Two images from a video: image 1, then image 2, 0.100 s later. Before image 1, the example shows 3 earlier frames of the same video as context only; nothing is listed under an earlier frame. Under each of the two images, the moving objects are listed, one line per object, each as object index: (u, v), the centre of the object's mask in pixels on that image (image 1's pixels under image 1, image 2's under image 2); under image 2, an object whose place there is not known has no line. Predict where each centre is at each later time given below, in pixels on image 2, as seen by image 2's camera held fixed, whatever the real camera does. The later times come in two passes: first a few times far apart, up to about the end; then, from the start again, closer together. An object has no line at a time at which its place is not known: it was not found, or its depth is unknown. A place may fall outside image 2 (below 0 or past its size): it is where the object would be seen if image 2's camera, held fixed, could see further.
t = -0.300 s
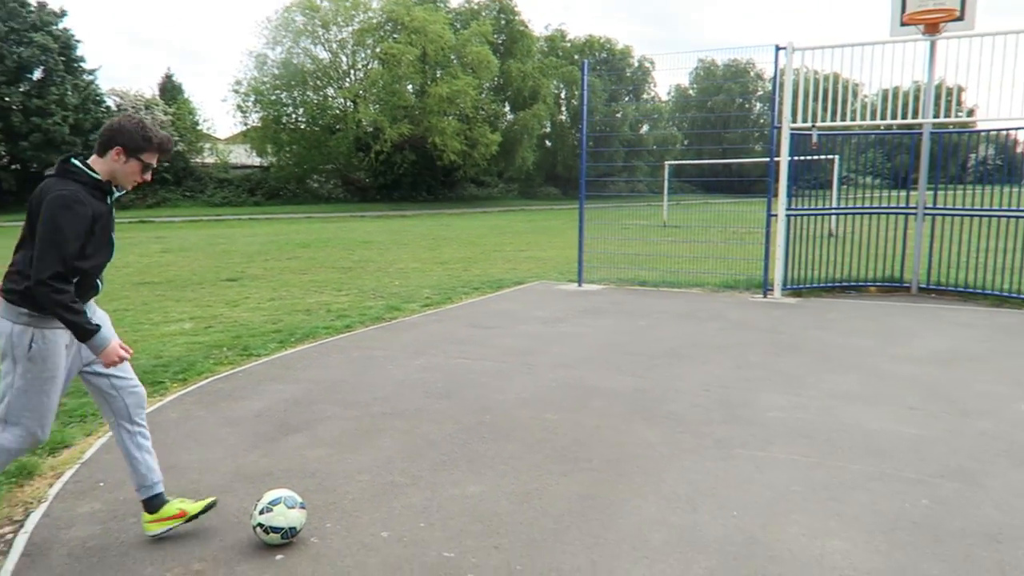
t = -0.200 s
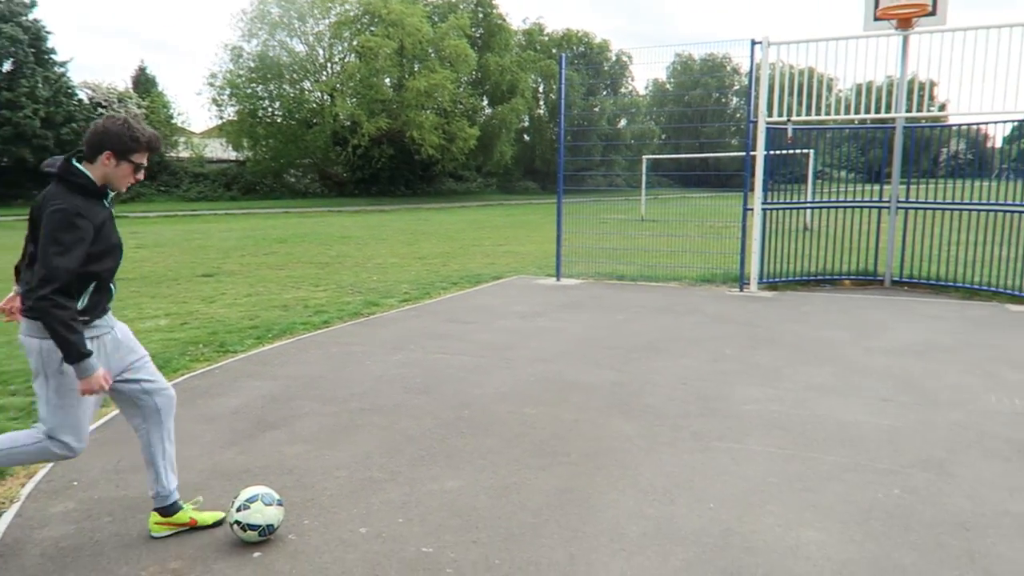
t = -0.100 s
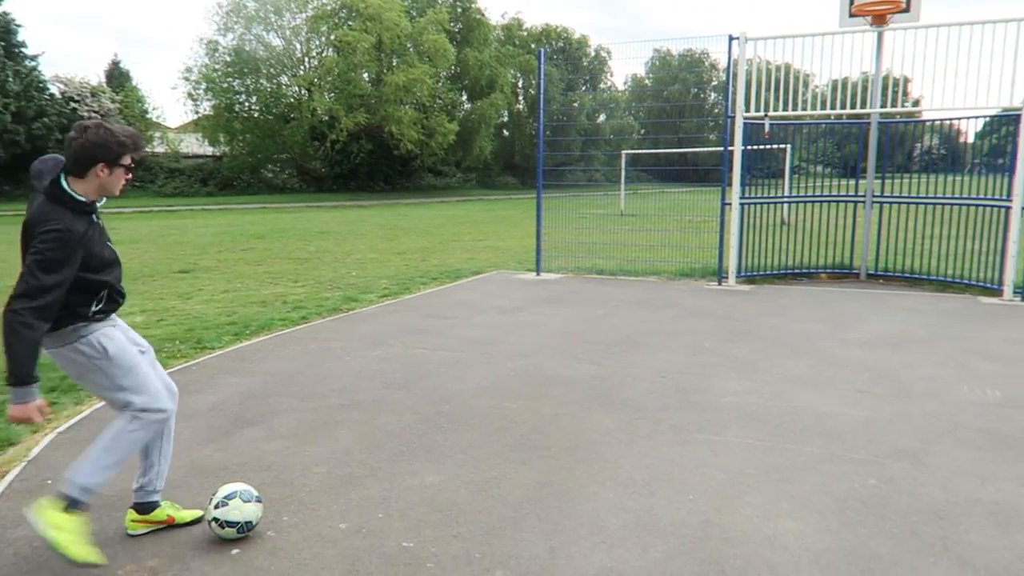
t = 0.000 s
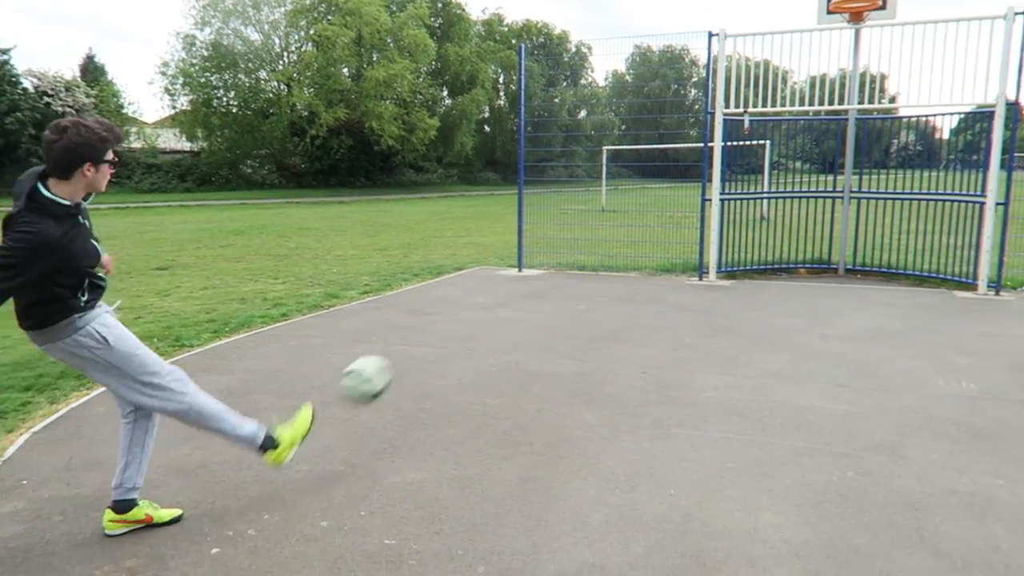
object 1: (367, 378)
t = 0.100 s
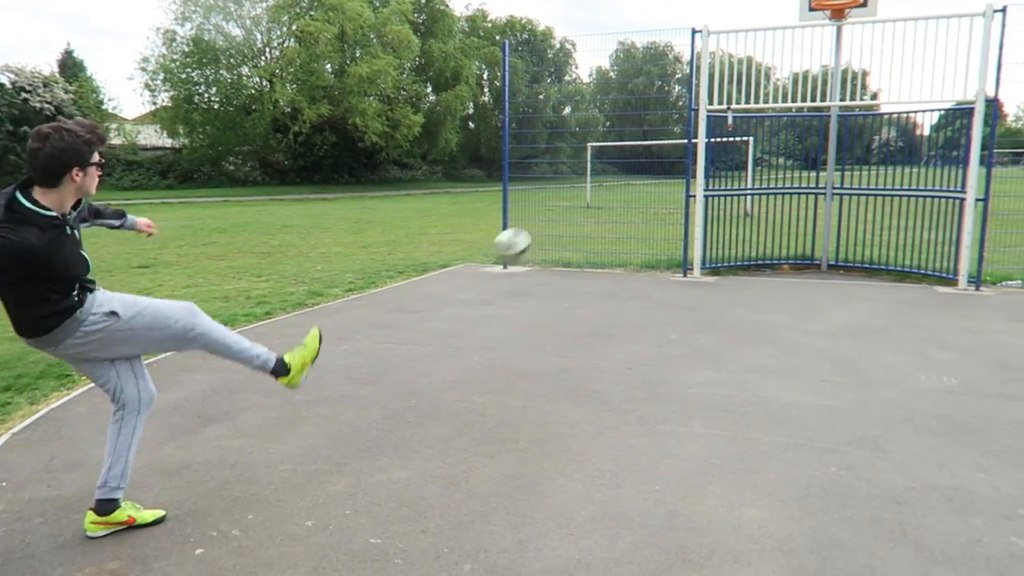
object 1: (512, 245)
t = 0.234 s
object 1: (638, 157)
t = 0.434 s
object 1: (742, 105)
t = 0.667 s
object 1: (804, 95)
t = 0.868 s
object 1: (884, 119)
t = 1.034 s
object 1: (1008, 205)
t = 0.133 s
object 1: (550, 216)
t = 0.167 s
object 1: (585, 192)
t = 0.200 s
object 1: (613, 173)
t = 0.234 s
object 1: (638, 157)
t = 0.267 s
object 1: (660, 143)
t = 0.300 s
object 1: (680, 132)
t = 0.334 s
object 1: (698, 124)
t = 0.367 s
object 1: (714, 116)
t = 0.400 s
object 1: (728, 111)
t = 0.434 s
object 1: (742, 105)
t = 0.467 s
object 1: (752, 103)
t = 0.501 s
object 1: (764, 102)
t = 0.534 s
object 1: (772, 101)
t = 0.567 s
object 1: (779, 98)
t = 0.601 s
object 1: (787, 97)
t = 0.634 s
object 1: (796, 95)
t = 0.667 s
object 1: (804, 95)
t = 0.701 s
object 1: (815, 94)
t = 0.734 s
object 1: (826, 95)
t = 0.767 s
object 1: (838, 97)
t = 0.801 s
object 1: (854, 102)
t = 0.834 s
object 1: (869, 109)
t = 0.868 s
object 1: (884, 119)
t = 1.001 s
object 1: (977, 179)
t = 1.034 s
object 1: (1008, 205)
